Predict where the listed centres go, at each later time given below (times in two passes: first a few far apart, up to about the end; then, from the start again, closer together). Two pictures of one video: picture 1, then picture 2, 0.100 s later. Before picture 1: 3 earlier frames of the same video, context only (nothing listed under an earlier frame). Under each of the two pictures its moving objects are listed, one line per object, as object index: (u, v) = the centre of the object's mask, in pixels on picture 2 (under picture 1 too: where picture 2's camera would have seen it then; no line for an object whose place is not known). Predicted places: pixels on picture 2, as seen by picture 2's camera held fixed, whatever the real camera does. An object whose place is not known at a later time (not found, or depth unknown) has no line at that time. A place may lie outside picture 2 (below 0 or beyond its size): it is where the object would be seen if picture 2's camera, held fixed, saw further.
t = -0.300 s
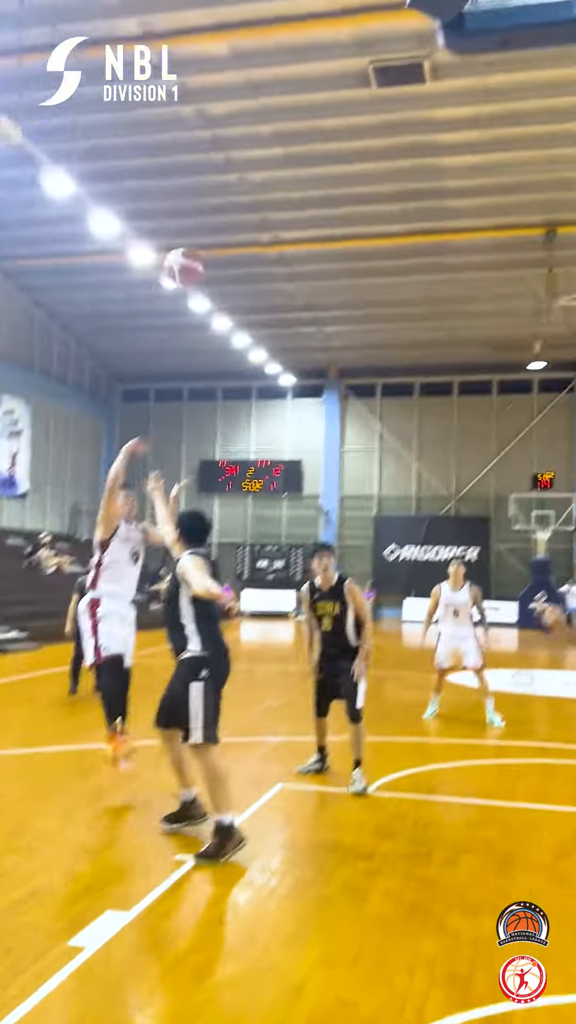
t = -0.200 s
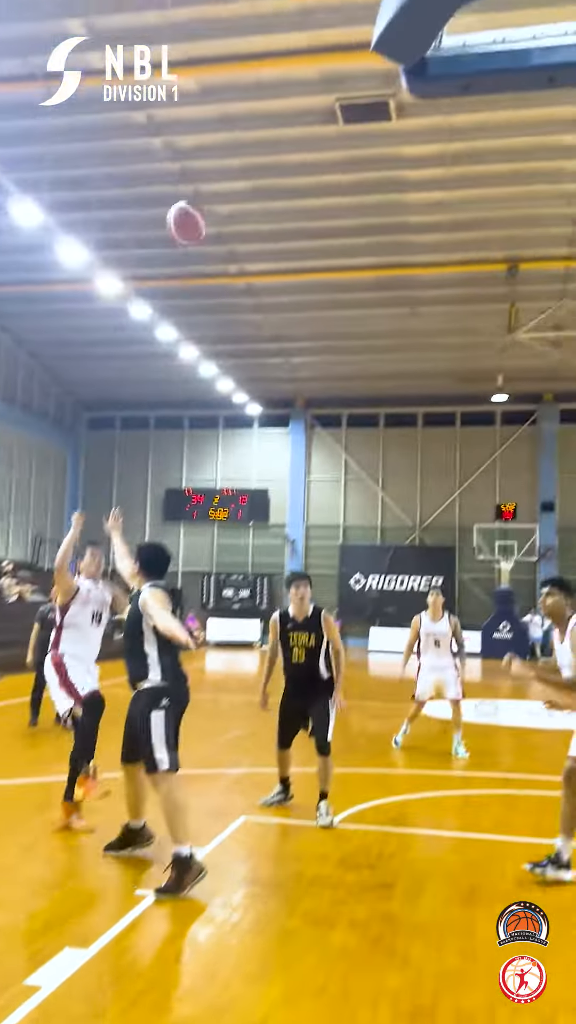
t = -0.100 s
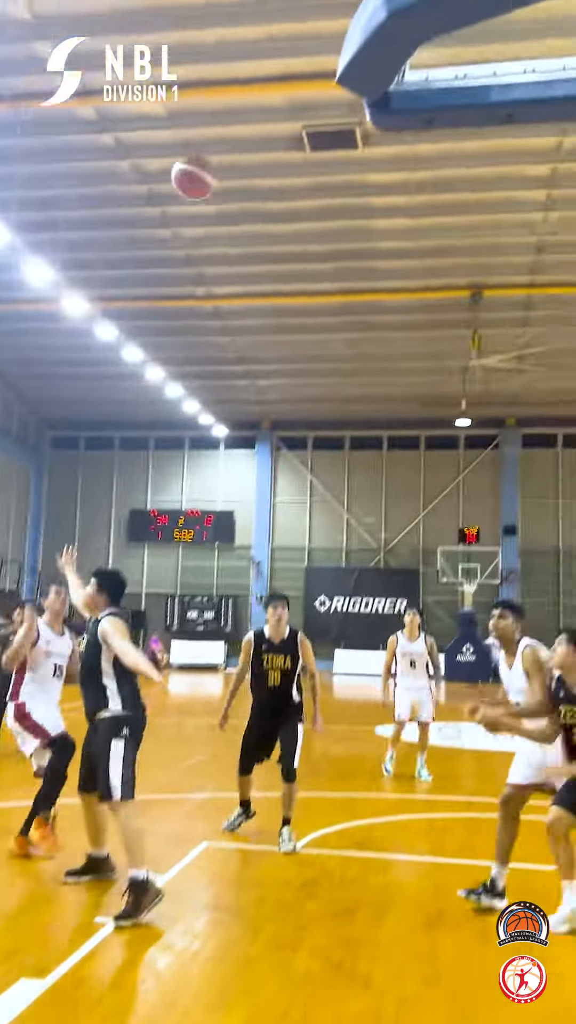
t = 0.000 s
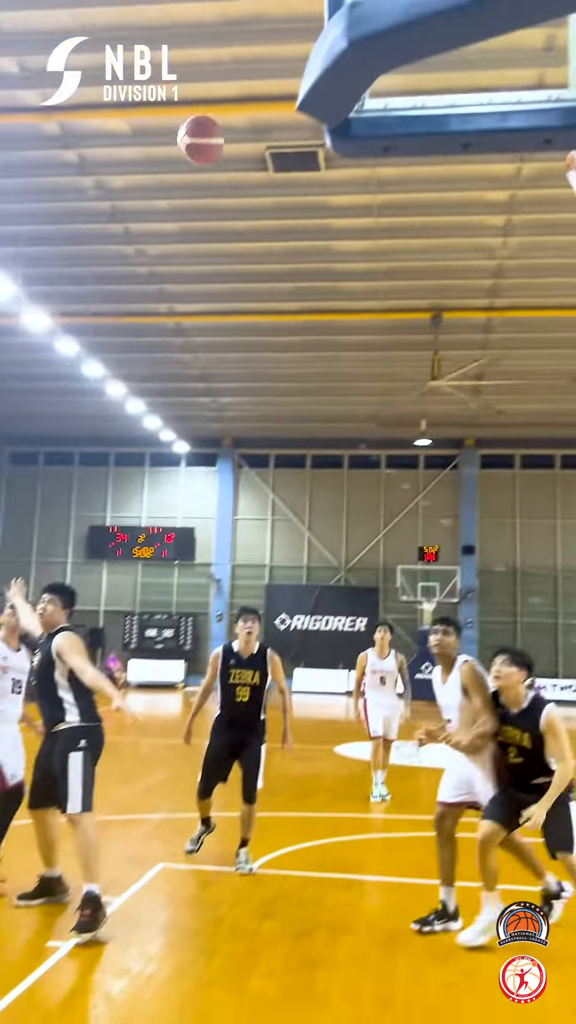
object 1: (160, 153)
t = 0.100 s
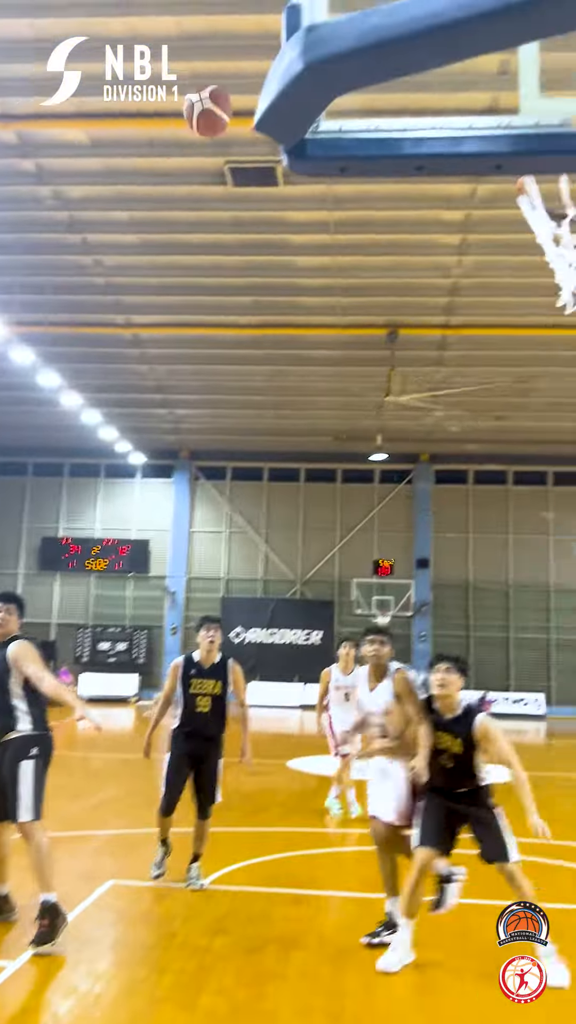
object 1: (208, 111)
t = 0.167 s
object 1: (240, 88)
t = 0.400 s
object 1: (401, 91)
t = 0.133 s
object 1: (224, 100)
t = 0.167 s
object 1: (240, 88)
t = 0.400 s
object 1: (401, 91)
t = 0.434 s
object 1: (427, 91)
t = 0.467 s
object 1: (455, 91)
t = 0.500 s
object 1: (485, 94)
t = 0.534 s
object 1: (502, 102)
